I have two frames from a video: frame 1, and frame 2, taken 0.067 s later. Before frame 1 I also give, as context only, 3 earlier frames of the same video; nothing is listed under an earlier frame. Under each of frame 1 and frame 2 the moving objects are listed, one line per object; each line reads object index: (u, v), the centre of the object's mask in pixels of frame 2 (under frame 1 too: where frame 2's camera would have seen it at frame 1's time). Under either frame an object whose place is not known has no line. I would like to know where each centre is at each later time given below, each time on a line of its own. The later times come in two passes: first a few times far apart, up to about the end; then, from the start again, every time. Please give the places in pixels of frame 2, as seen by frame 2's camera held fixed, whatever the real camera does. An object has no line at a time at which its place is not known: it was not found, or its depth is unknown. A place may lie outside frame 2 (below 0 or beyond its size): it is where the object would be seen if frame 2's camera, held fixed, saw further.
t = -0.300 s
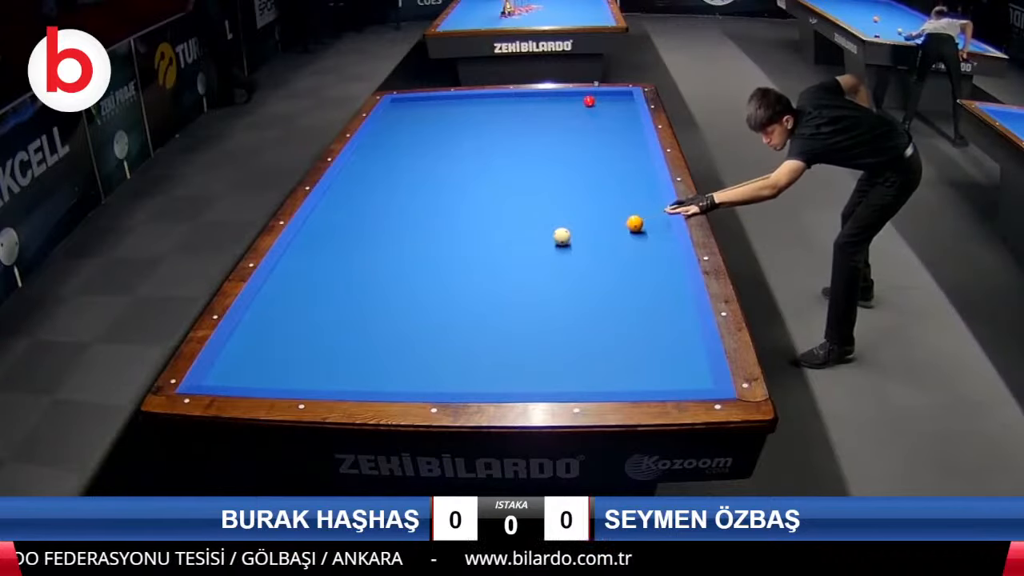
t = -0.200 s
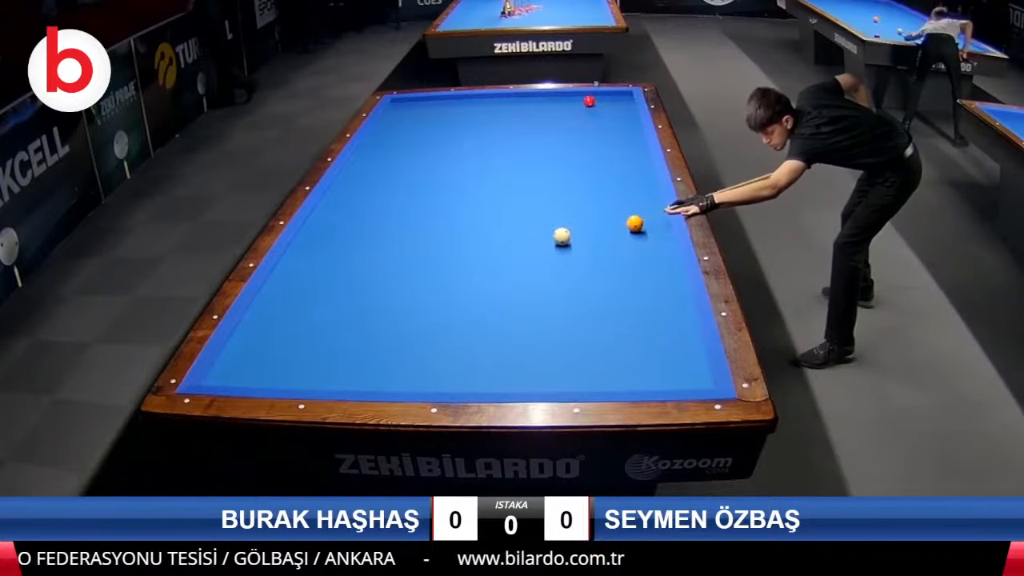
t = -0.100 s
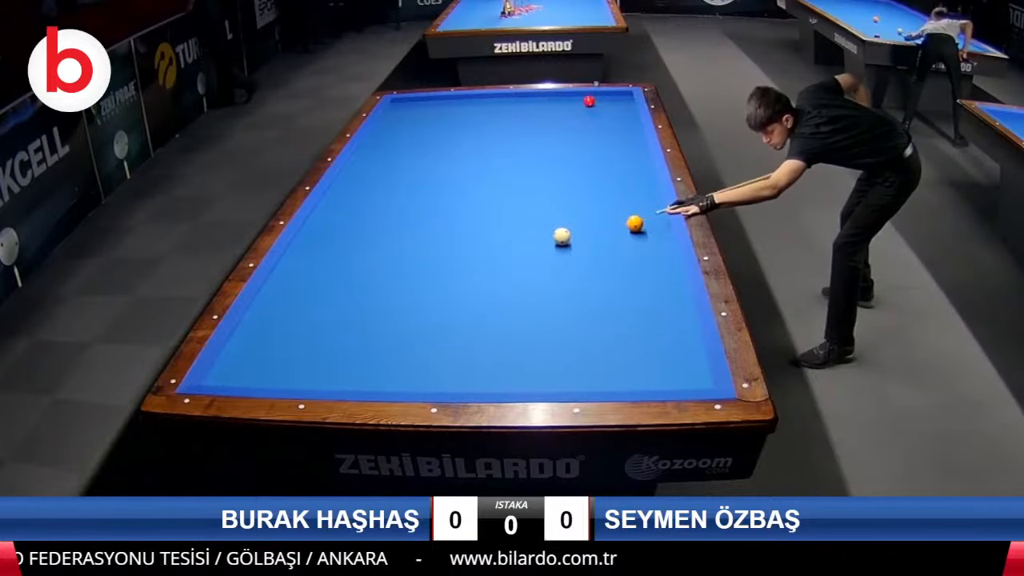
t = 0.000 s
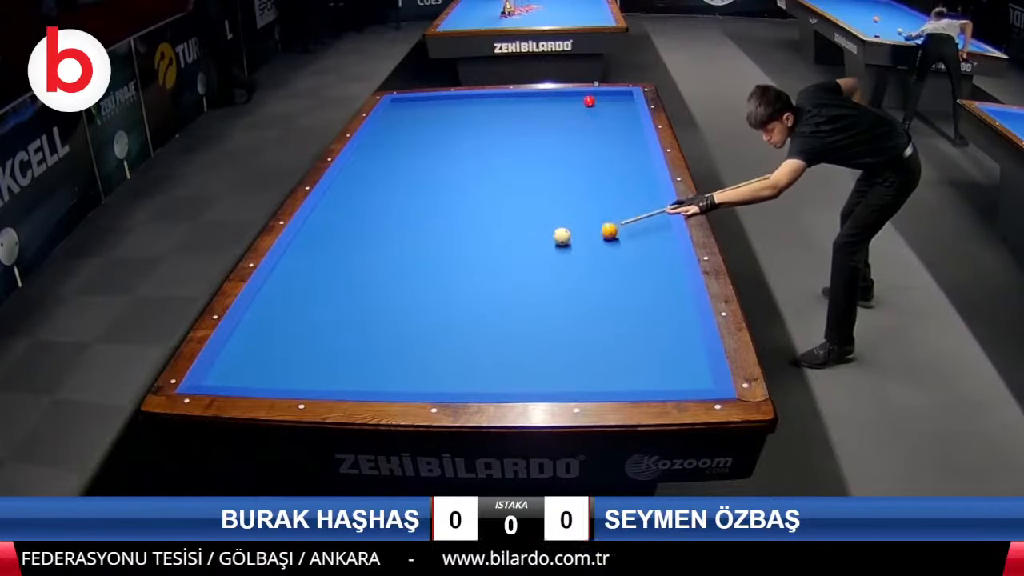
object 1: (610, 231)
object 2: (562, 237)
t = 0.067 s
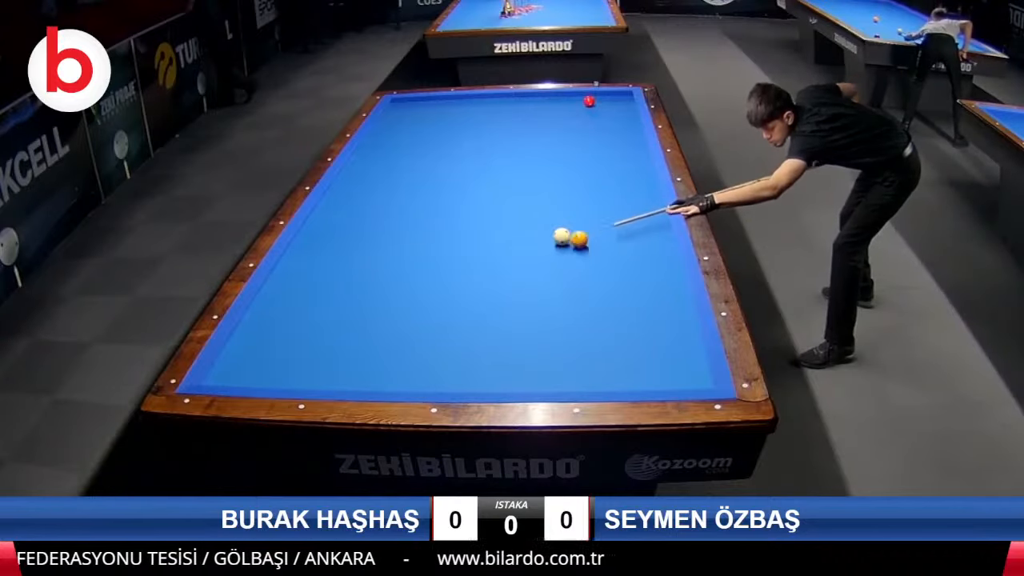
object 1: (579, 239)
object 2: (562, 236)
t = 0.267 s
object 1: (523, 275)
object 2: (527, 230)
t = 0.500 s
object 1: (442, 321)
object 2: (494, 223)
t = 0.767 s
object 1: (335, 381)
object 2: (459, 216)
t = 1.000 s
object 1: (277, 349)
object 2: (430, 210)
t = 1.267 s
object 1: (269, 316)
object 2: (400, 203)
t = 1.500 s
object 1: (321, 290)
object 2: (376, 199)
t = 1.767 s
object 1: (374, 262)
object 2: (350, 194)
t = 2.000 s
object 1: (417, 240)
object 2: (334, 189)
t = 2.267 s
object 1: (461, 218)
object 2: (352, 185)
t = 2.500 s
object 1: (496, 201)
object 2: (367, 181)
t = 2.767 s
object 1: (532, 183)
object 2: (382, 177)
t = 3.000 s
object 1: (560, 169)
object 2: (396, 174)
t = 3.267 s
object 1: (589, 155)
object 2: (410, 171)
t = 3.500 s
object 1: (612, 144)
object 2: (422, 168)
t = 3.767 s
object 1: (636, 132)
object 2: (435, 165)
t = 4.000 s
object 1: (626, 125)
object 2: (445, 162)
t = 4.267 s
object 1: (613, 118)
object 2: (458, 160)
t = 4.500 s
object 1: (602, 112)
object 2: (467, 158)
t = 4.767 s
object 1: (591, 106)
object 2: (478, 155)
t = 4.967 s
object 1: (584, 104)
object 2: (485, 154)
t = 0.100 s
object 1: (570, 245)
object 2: (555, 235)
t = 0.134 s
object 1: (562, 251)
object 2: (549, 234)
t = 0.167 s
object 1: (553, 257)
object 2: (543, 233)
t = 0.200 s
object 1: (543, 263)
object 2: (537, 232)
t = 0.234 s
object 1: (533, 269)
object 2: (533, 230)
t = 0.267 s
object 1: (523, 275)
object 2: (527, 230)
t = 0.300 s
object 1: (512, 281)
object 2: (522, 229)
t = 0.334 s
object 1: (501, 288)
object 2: (518, 228)
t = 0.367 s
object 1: (490, 294)
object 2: (513, 227)
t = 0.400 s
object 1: (478, 301)
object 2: (508, 226)
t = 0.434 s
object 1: (466, 307)
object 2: (503, 225)
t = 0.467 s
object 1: (454, 314)
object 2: (499, 224)
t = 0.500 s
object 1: (442, 321)
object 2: (494, 223)
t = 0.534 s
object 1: (429, 329)
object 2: (490, 222)
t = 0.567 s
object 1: (416, 336)
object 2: (485, 221)
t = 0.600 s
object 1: (403, 344)
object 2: (481, 220)
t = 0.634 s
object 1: (390, 351)
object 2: (476, 219)
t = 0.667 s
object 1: (376, 359)
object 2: (472, 218)
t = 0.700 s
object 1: (362, 367)
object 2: (468, 217)
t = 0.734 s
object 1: (348, 375)
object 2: (463, 216)
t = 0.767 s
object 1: (335, 381)
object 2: (459, 216)
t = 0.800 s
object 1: (323, 381)
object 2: (455, 214)
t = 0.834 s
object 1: (315, 376)
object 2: (450, 214)
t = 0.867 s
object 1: (307, 370)
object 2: (446, 213)
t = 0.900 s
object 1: (299, 364)
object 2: (443, 212)
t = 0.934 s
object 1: (291, 359)
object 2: (438, 211)
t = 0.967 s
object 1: (284, 353)
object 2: (434, 211)
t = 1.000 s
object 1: (277, 349)
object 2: (430, 210)
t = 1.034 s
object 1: (269, 345)
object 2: (426, 209)
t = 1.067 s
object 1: (262, 341)
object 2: (422, 208)
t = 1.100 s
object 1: (255, 337)
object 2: (419, 207)
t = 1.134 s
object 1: (248, 333)
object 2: (415, 206)
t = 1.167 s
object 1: (242, 329)
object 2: (411, 206)
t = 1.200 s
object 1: (250, 325)
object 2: (408, 205)
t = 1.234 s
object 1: (260, 321)
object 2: (404, 204)
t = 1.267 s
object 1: (269, 316)
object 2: (400, 203)
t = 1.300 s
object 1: (277, 312)
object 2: (397, 203)
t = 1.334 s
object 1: (285, 309)
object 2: (393, 202)
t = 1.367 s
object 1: (293, 305)
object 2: (389, 201)
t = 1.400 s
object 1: (300, 301)
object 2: (386, 201)
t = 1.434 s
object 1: (307, 297)
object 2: (383, 200)
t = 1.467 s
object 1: (314, 293)
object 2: (379, 199)
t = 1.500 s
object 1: (321, 290)
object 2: (376, 199)
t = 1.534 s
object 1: (328, 286)
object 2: (372, 198)
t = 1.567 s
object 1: (335, 282)
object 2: (369, 197)
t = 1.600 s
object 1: (341, 279)
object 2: (365, 197)
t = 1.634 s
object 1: (348, 275)
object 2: (362, 196)
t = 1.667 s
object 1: (355, 272)
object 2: (359, 195)
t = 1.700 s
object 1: (361, 268)
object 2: (356, 195)
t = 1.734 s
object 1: (368, 265)
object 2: (353, 194)
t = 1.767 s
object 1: (374, 262)
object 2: (350, 194)
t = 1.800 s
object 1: (380, 259)
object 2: (346, 193)
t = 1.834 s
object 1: (386, 255)
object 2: (344, 192)
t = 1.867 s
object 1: (393, 252)
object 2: (341, 192)
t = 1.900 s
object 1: (399, 249)
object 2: (338, 191)
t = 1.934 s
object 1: (405, 246)
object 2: (335, 191)
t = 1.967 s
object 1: (411, 243)
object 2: (332, 190)
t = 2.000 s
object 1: (417, 240)
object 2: (334, 189)
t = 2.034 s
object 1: (422, 237)
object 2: (337, 189)
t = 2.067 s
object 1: (428, 235)
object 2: (339, 188)
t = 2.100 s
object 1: (434, 232)
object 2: (341, 188)
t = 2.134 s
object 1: (439, 229)
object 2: (344, 187)
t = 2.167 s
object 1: (445, 226)
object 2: (346, 186)
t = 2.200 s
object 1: (450, 223)
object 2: (348, 186)
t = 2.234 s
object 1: (455, 220)
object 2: (350, 185)
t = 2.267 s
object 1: (461, 218)
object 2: (352, 185)
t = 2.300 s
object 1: (466, 215)
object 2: (354, 184)
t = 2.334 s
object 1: (471, 213)
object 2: (356, 184)
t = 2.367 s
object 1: (476, 210)
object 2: (358, 183)
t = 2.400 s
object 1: (481, 208)
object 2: (360, 183)
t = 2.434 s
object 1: (486, 205)
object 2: (362, 182)
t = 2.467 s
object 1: (491, 203)
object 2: (364, 182)
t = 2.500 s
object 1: (496, 201)
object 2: (367, 181)
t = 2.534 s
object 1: (500, 198)
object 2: (369, 181)
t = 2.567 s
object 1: (505, 196)
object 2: (371, 180)
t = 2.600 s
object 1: (510, 193)
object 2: (373, 180)
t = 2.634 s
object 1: (514, 191)
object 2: (374, 179)
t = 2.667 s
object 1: (519, 189)
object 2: (376, 179)
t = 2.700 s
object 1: (523, 187)
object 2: (378, 178)
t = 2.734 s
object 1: (528, 185)
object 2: (380, 178)
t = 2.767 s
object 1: (532, 183)
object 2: (382, 177)
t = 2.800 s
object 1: (536, 181)
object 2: (384, 177)
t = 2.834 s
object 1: (540, 179)
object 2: (386, 176)
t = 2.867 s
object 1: (544, 177)
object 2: (388, 176)
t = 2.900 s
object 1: (548, 175)
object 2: (390, 176)
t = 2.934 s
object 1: (552, 173)
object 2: (392, 175)
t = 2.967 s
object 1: (556, 171)
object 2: (394, 175)
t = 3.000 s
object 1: (560, 169)
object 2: (396, 174)
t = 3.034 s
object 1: (564, 167)
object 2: (397, 174)
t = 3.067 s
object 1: (568, 165)
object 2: (399, 174)
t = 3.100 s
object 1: (571, 163)
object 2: (401, 173)
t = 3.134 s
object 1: (575, 162)
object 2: (403, 172)
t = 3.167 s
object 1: (579, 160)
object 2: (405, 172)
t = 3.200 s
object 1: (583, 158)
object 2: (406, 172)
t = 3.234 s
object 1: (586, 156)
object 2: (408, 171)
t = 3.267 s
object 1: (589, 155)
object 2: (410, 171)
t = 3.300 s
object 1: (593, 153)
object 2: (411, 170)
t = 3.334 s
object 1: (596, 151)
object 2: (413, 170)
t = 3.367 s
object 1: (599, 150)
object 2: (415, 170)
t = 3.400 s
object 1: (603, 148)
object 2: (417, 169)
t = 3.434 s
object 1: (606, 147)
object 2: (418, 169)
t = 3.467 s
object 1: (609, 145)
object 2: (420, 168)
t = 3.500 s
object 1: (612, 144)
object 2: (422, 168)
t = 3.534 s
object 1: (615, 142)
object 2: (423, 168)
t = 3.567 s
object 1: (619, 141)
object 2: (425, 167)
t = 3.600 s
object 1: (621, 139)
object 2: (427, 167)
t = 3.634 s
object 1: (624, 138)
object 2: (428, 167)
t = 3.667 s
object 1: (627, 136)
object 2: (430, 166)
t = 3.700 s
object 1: (630, 135)
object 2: (432, 166)
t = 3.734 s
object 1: (633, 134)
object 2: (433, 165)
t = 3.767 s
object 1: (636, 132)
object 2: (435, 165)
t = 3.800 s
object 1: (637, 131)
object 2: (436, 165)
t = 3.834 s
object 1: (635, 130)
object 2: (438, 164)
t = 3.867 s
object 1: (633, 129)
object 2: (440, 164)
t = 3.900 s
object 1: (631, 128)
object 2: (441, 164)
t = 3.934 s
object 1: (629, 127)
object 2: (443, 163)
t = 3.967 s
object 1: (628, 126)
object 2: (444, 163)
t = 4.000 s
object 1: (626, 125)
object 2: (445, 162)
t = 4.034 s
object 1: (625, 124)
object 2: (447, 162)
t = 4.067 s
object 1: (623, 123)
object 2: (449, 162)
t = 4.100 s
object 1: (621, 123)
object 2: (450, 161)
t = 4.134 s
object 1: (620, 122)
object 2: (452, 161)
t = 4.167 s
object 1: (618, 121)
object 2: (453, 161)
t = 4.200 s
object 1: (616, 120)
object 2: (455, 161)
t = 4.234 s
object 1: (615, 119)
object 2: (456, 160)
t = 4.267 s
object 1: (613, 118)
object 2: (458, 160)
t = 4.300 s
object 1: (612, 117)
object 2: (459, 160)
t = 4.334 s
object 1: (610, 116)
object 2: (460, 159)
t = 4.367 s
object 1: (608, 116)
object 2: (462, 159)
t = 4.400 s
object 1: (607, 115)
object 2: (463, 159)
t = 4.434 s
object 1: (606, 114)
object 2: (465, 158)
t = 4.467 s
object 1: (604, 113)
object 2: (466, 158)
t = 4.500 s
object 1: (602, 112)
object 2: (467, 158)
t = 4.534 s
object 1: (601, 112)
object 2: (469, 157)
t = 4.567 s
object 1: (600, 111)
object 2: (470, 157)
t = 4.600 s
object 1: (598, 110)
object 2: (471, 157)
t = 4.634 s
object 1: (597, 109)
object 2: (473, 157)
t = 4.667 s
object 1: (595, 108)
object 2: (474, 156)
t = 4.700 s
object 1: (594, 108)
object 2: (475, 156)
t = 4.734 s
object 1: (593, 107)
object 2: (477, 156)
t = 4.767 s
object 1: (591, 106)
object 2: (478, 155)
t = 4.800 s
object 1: (590, 106)
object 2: (479, 155)
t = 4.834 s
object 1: (589, 105)
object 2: (480, 155)
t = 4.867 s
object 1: (588, 104)
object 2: (482, 155)
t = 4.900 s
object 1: (587, 104)
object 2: (483, 154)
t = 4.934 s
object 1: (586, 104)
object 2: (484, 154)
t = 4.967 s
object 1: (584, 104)
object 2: (485, 154)
